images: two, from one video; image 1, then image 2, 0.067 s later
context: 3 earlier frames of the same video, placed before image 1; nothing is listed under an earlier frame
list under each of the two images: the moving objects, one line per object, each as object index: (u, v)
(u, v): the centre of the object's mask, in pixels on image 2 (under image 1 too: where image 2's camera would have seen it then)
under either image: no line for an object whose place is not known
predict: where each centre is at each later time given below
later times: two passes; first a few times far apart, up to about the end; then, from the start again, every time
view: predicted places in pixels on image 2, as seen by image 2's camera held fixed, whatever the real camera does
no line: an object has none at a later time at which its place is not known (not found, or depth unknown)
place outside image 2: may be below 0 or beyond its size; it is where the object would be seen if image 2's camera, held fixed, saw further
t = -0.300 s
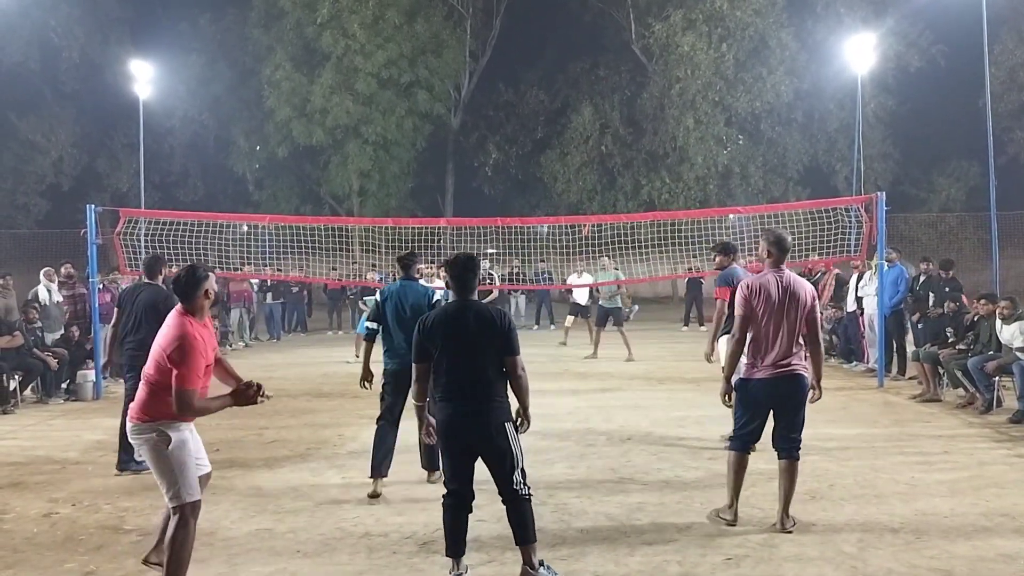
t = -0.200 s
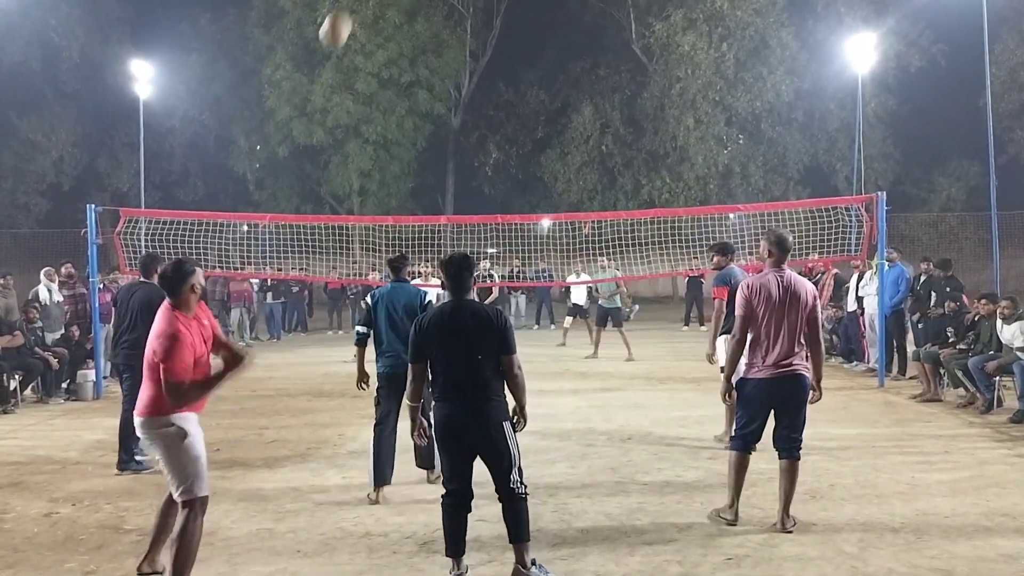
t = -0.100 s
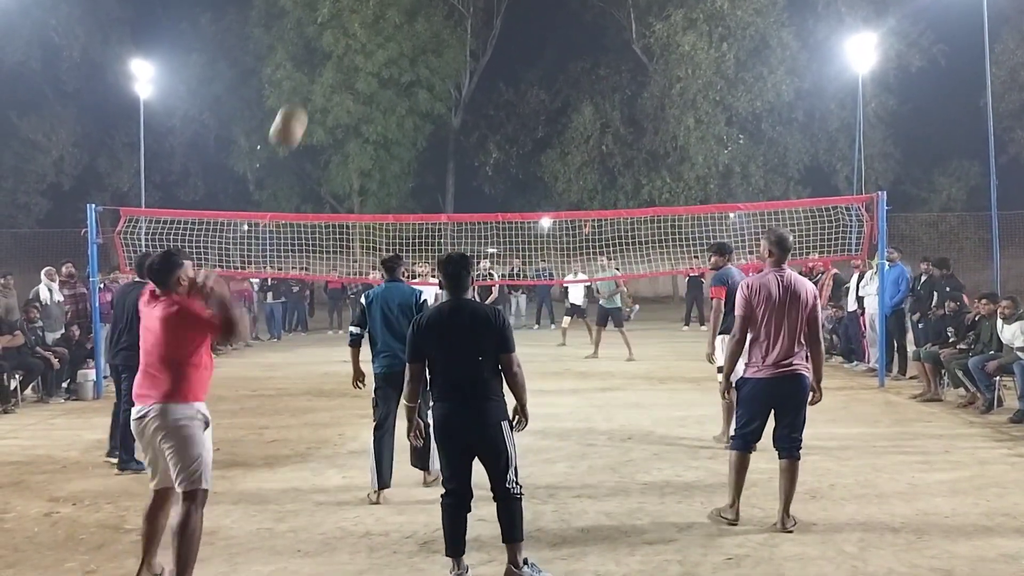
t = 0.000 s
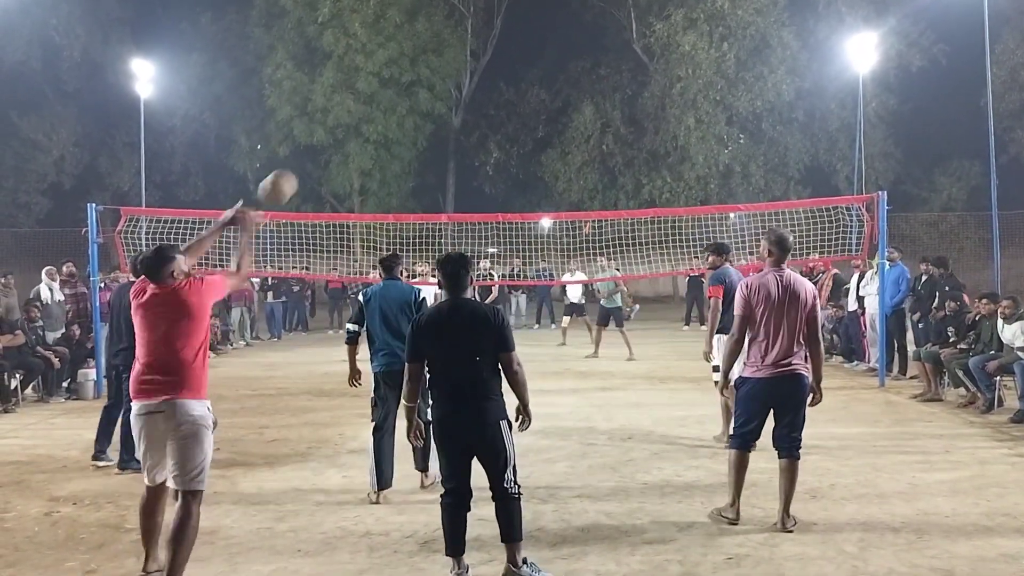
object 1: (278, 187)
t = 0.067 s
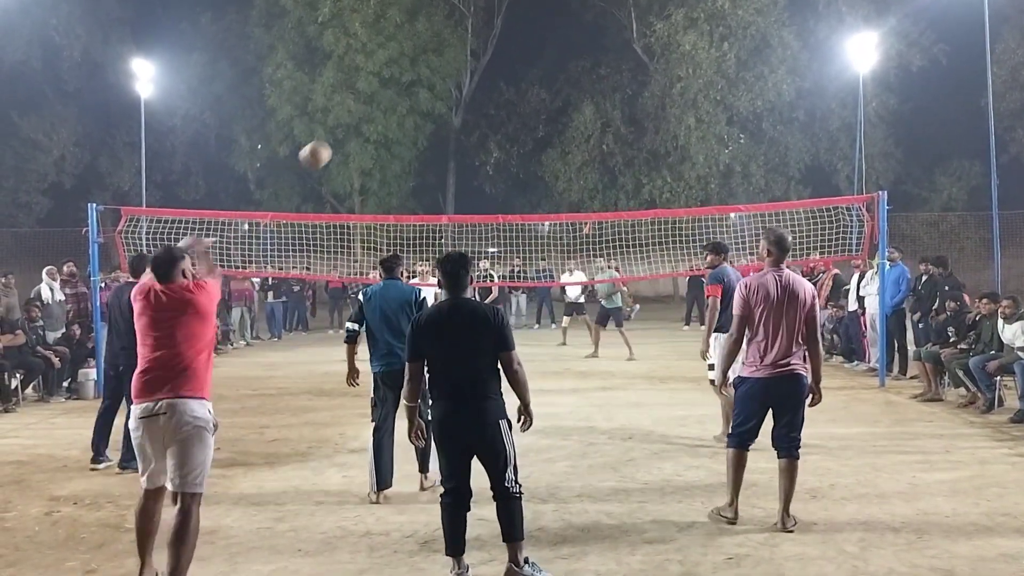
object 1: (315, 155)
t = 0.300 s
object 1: (386, 133)
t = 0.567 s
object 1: (424, 176)
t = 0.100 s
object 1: (329, 145)
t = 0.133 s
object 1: (342, 138)
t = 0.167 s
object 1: (353, 133)
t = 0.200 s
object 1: (363, 131)
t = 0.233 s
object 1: (371, 130)
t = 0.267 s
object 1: (379, 131)
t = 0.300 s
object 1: (386, 133)
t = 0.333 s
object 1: (392, 135)
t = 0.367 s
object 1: (398, 139)
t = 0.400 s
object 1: (404, 144)
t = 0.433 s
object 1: (408, 149)
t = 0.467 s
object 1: (413, 155)
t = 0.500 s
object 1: (417, 162)
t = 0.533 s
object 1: (421, 168)
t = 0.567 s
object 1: (424, 176)
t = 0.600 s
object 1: (428, 183)
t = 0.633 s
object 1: (431, 191)
